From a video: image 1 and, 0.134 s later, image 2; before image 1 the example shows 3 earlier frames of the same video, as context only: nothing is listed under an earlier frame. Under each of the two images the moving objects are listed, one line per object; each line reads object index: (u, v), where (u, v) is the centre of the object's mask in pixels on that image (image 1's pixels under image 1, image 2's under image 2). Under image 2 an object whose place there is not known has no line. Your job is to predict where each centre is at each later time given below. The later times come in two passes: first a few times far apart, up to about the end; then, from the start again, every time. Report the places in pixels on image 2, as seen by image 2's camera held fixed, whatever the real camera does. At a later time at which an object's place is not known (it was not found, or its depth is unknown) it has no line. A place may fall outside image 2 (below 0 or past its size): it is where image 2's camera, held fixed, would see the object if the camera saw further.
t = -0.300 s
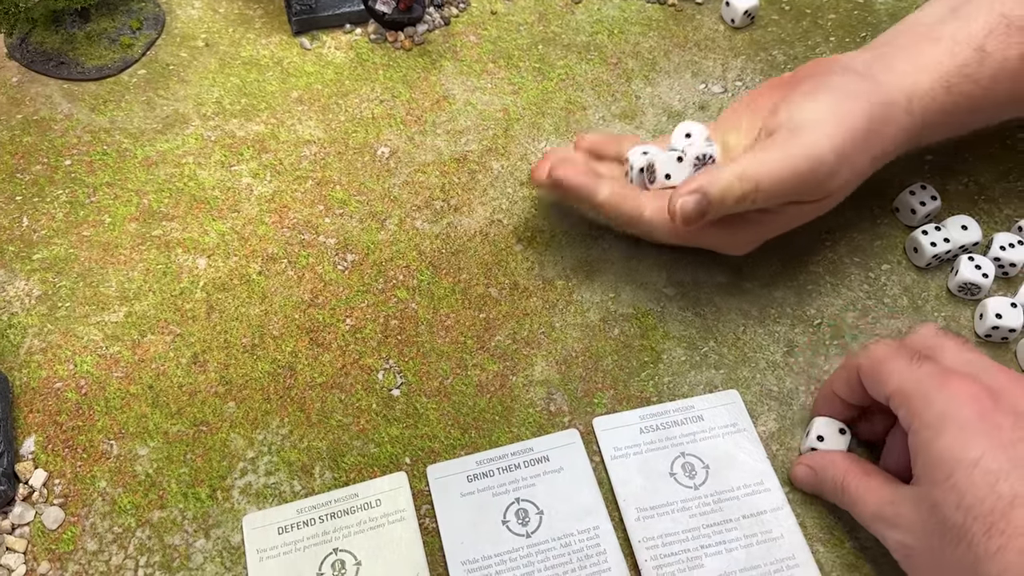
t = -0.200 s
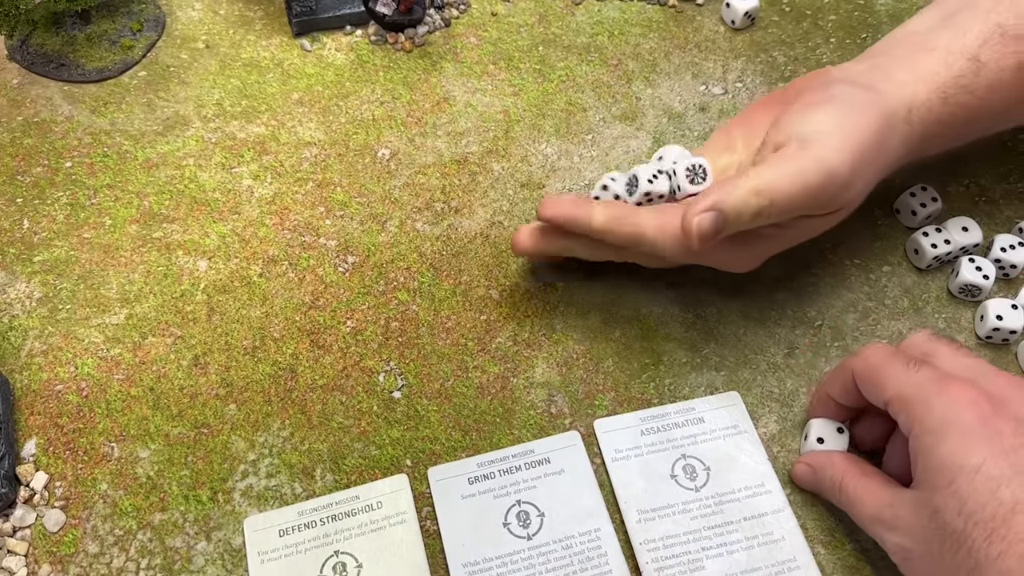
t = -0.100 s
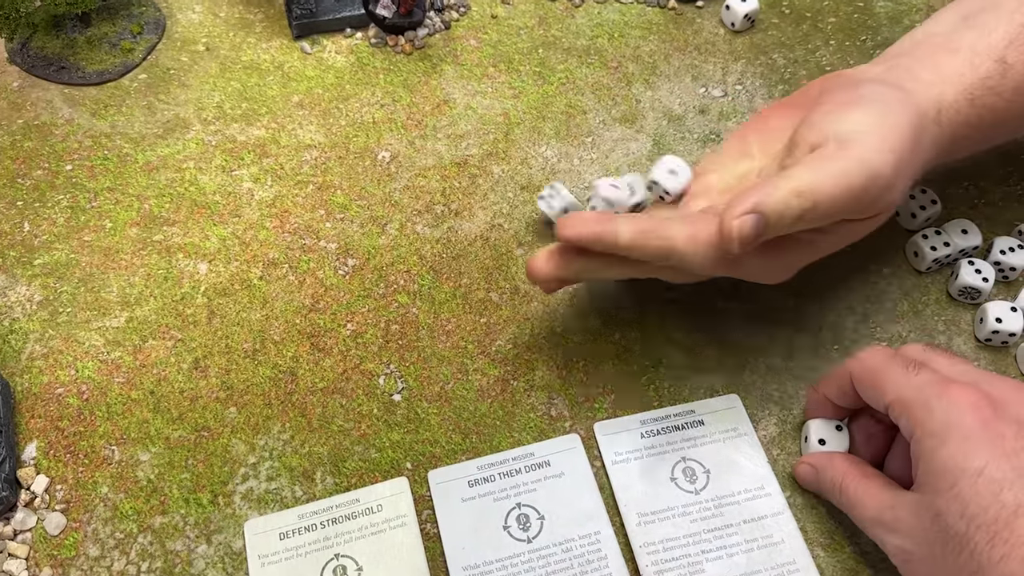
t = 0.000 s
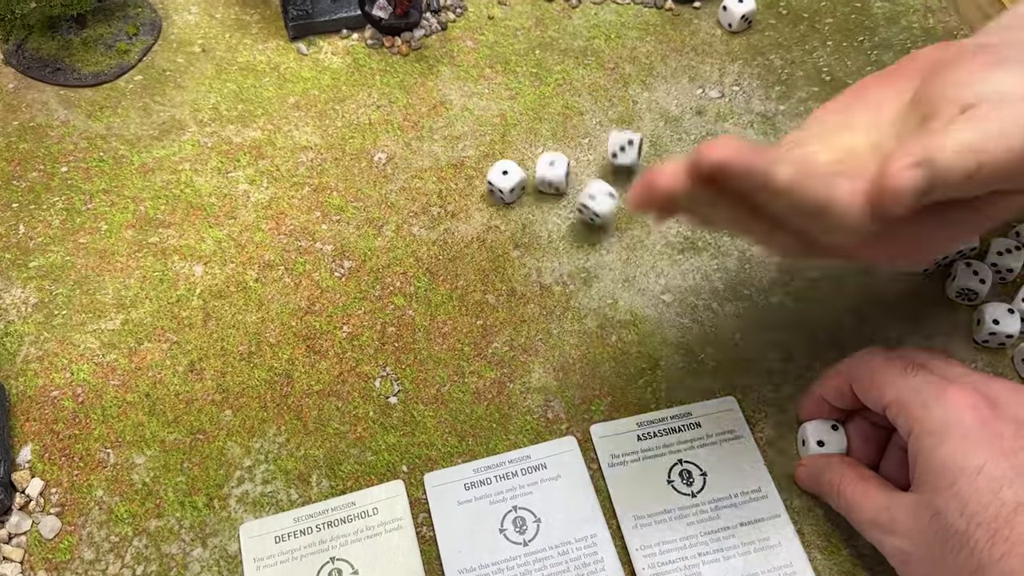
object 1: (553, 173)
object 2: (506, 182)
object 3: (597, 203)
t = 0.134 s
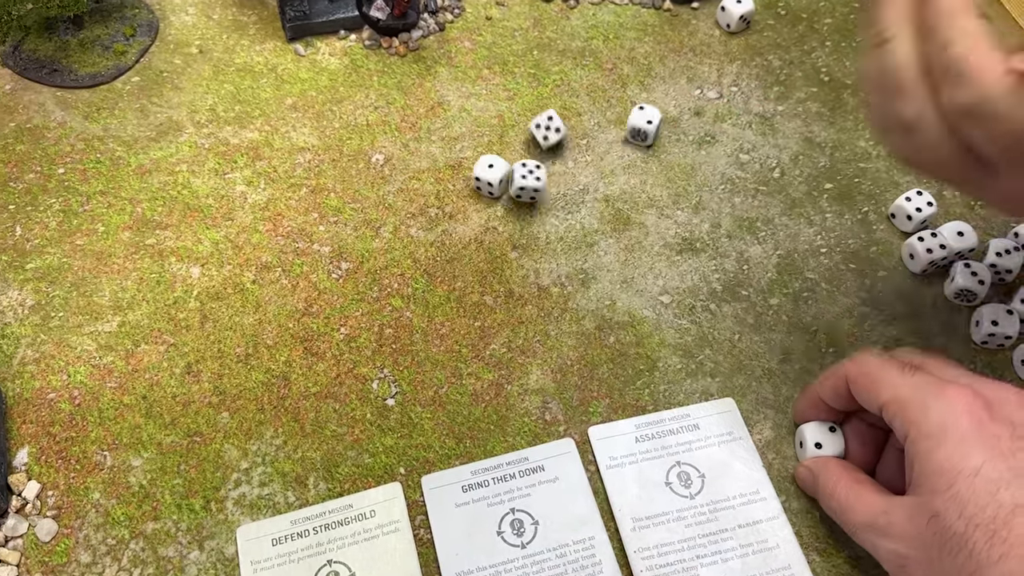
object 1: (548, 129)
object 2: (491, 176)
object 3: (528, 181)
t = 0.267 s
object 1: (554, 104)
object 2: (482, 170)
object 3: (517, 185)
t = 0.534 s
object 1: (539, 89)
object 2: (482, 169)
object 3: (516, 184)
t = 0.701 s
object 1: (539, 89)
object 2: (482, 169)
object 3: (516, 184)
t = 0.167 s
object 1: (548, 122)
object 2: (484, 172)
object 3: (521, 185)
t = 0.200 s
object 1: (552, 114)
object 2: (482, 170)
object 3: (519, 185)
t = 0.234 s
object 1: (554, 108)
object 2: (482, 170)
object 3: (517, 187)
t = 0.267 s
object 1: (554, 104)
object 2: (482, 170)
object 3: (517, 185)
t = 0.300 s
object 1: (554, 100)
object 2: (482, 169)
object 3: (516, 184)
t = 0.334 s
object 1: (550, 96)
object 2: (482, 169)
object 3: (516, 184)
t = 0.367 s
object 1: (544, 92)
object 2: (482, 169)
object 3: (516, 184)
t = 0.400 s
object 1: (540, 90)
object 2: (482, 169)
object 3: (516, 184)
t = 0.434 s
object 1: (539, 89)
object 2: (482, 169)
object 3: (516, 184)
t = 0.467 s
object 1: (539, 89)
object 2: (482, 169)
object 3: (516, 184)
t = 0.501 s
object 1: (539, 89)
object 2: (482, 169)
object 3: (516, 184)
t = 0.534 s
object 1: (539, 89)
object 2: (482, 169)
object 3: (516, 184)
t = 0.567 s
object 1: (539, 89)
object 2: (482, 169)
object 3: (516, 184)
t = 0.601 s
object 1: (539, 89)
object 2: (482, 169)
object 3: (516, 184)
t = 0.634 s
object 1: (539, 89)
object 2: (482, 169)
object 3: (516, 184)
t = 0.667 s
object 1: (539, 89)
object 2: (482, 169)
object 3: (516, 184)
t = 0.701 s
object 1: (539, 89)
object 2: (482, 169)
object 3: (516, 184)
